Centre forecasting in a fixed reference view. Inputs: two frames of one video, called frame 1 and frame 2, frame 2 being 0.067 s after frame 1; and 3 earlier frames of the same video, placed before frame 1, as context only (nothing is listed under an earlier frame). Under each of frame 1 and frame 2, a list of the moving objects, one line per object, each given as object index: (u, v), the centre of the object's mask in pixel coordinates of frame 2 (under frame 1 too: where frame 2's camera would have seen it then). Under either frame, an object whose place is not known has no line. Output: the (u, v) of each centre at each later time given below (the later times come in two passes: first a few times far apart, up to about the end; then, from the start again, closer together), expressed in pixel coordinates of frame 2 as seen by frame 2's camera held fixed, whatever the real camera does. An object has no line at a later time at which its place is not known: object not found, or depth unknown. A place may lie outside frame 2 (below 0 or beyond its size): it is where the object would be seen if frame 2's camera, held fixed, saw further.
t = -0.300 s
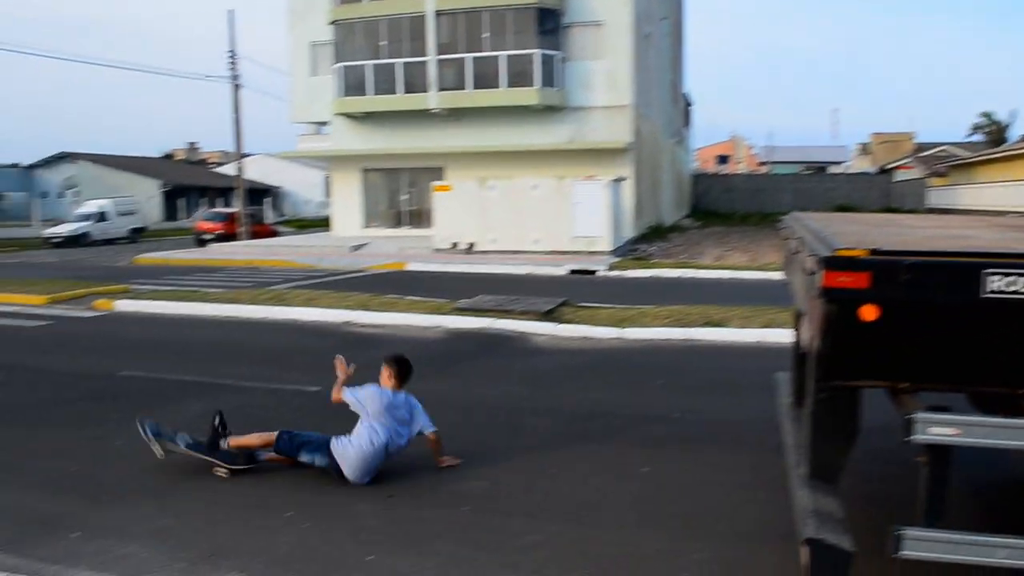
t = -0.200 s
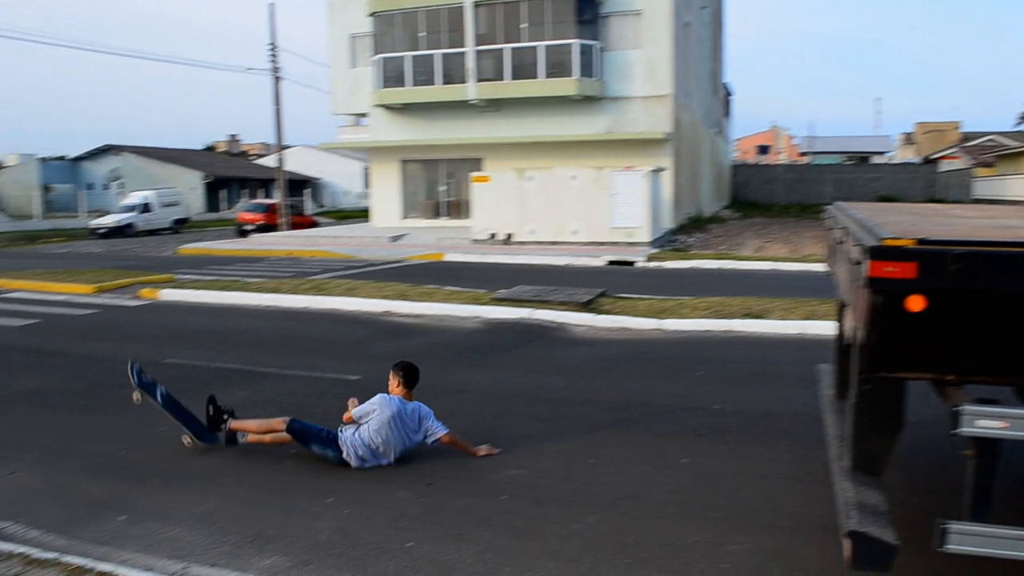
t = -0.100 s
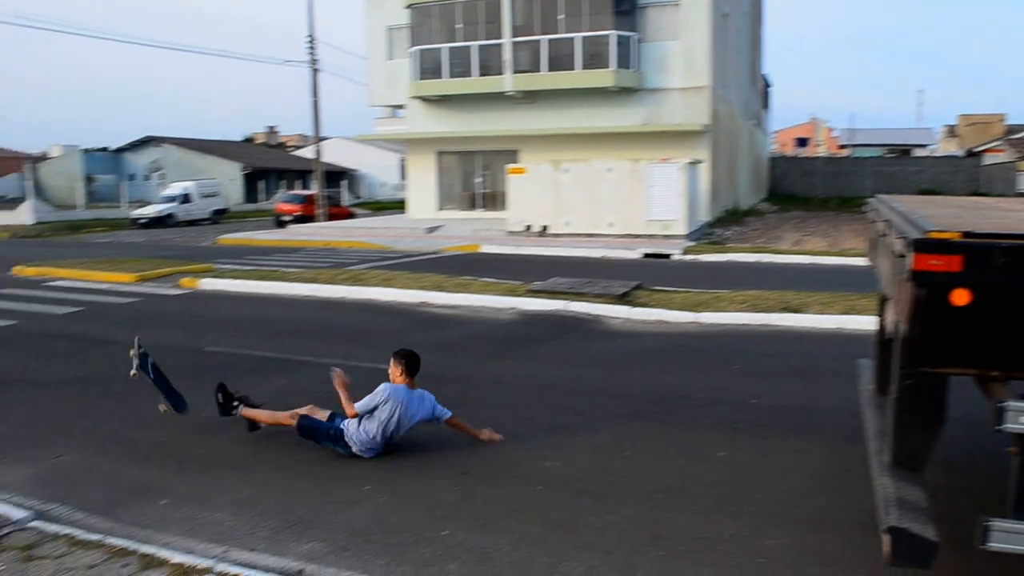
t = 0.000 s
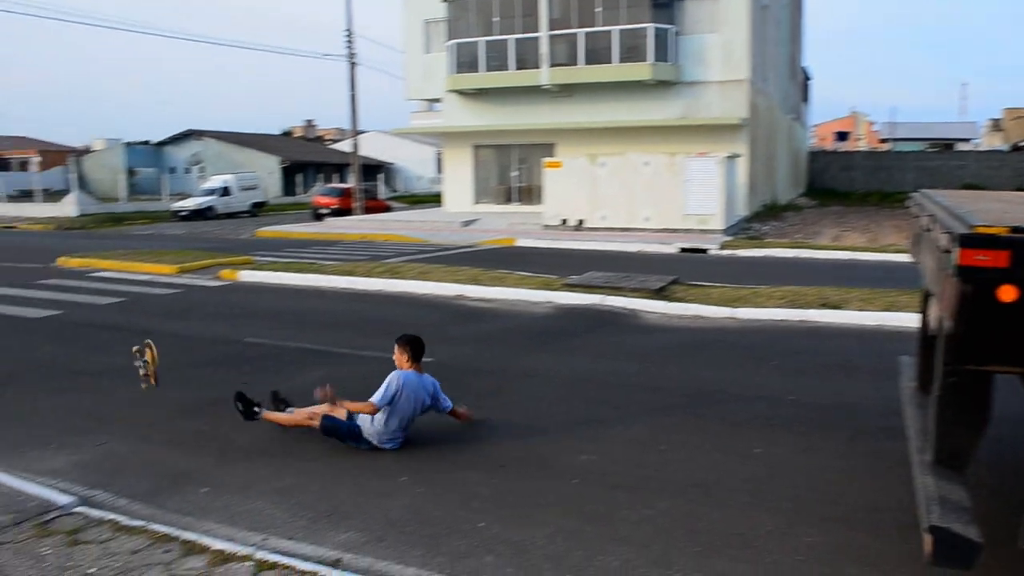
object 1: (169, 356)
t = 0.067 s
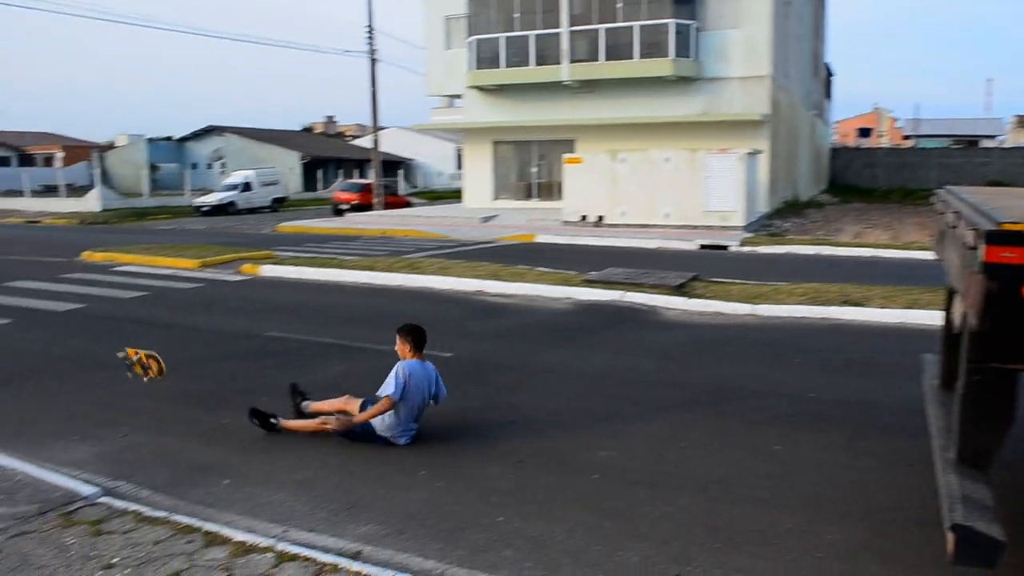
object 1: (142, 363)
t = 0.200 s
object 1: (78, 381)
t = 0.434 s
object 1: (-8, 388)
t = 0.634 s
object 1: (-65, 382)
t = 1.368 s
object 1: (-212, 362)
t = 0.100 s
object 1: (129, 368)
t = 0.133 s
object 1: (114, 375)
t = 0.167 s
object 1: (99, 381)
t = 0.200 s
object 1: (78, 381)
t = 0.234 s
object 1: (65, 384)
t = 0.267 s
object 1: (51, 388)
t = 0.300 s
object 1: (37, 391)
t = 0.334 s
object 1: (25, 391)
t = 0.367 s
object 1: (14, 390)
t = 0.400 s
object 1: (2, 388)
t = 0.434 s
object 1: (-8, 388)
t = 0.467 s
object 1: (-18, 388)
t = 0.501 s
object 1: (-29, 386)
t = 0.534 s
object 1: (-38, 385)
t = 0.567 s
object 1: (-47, 384)
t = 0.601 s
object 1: (-55, 384)
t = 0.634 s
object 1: (-65, 382)
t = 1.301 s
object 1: (-202, 363)
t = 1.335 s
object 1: (-208, 362)
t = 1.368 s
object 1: (-212, 362)
